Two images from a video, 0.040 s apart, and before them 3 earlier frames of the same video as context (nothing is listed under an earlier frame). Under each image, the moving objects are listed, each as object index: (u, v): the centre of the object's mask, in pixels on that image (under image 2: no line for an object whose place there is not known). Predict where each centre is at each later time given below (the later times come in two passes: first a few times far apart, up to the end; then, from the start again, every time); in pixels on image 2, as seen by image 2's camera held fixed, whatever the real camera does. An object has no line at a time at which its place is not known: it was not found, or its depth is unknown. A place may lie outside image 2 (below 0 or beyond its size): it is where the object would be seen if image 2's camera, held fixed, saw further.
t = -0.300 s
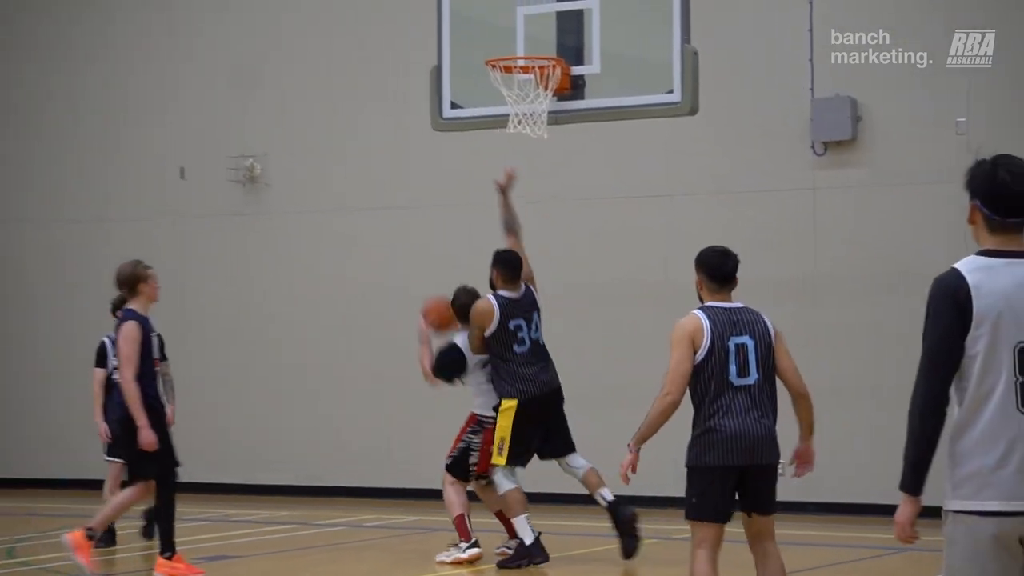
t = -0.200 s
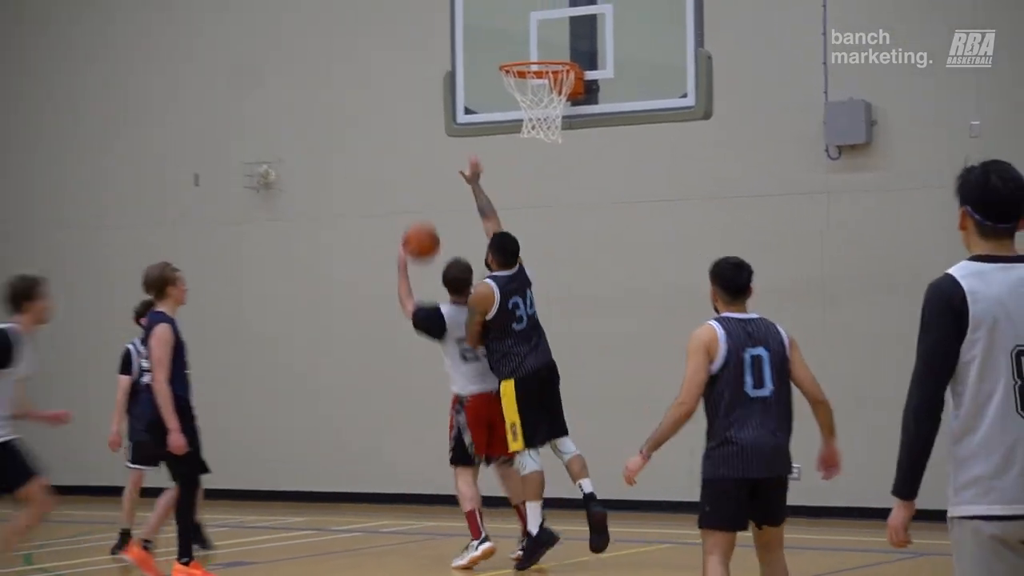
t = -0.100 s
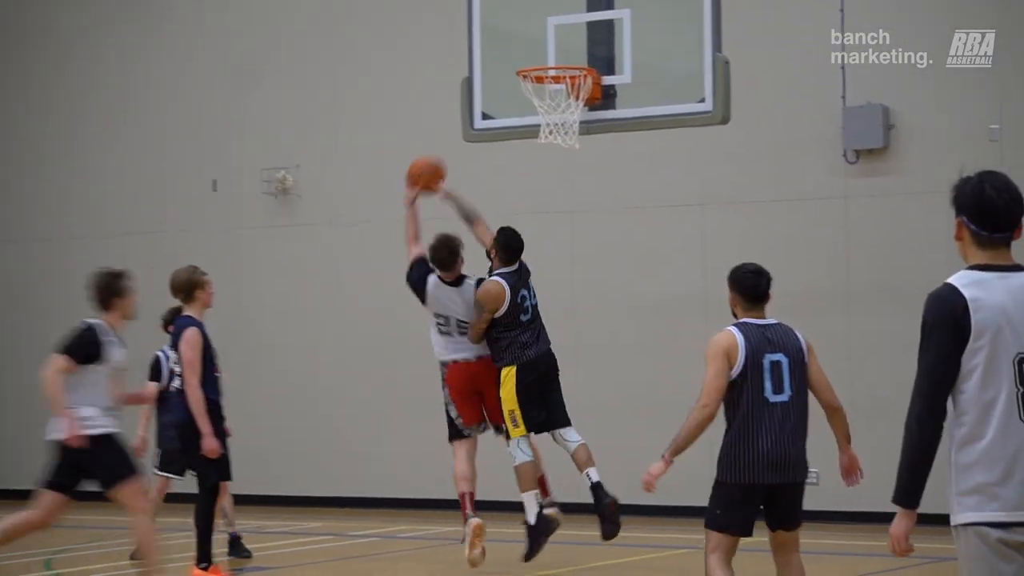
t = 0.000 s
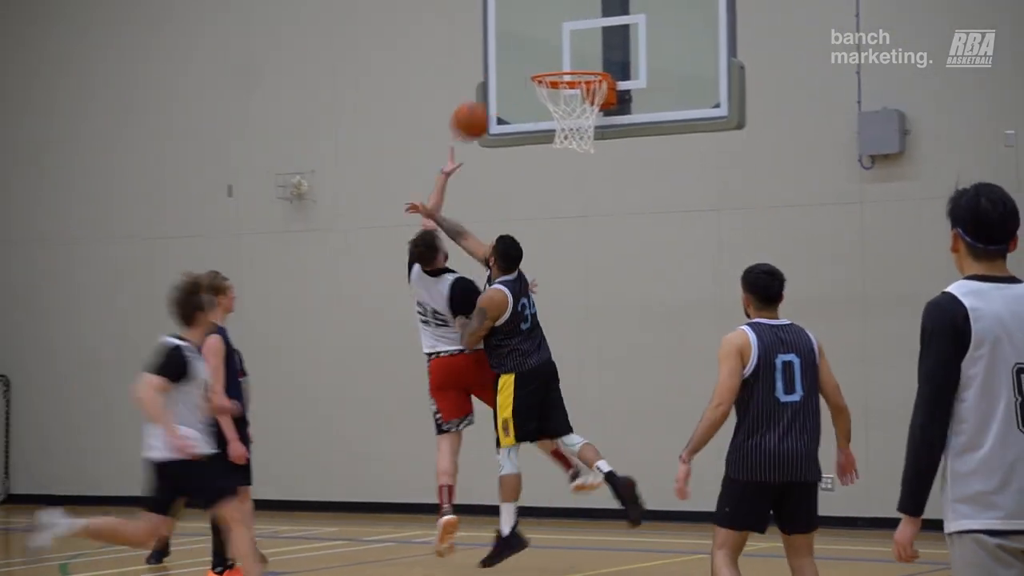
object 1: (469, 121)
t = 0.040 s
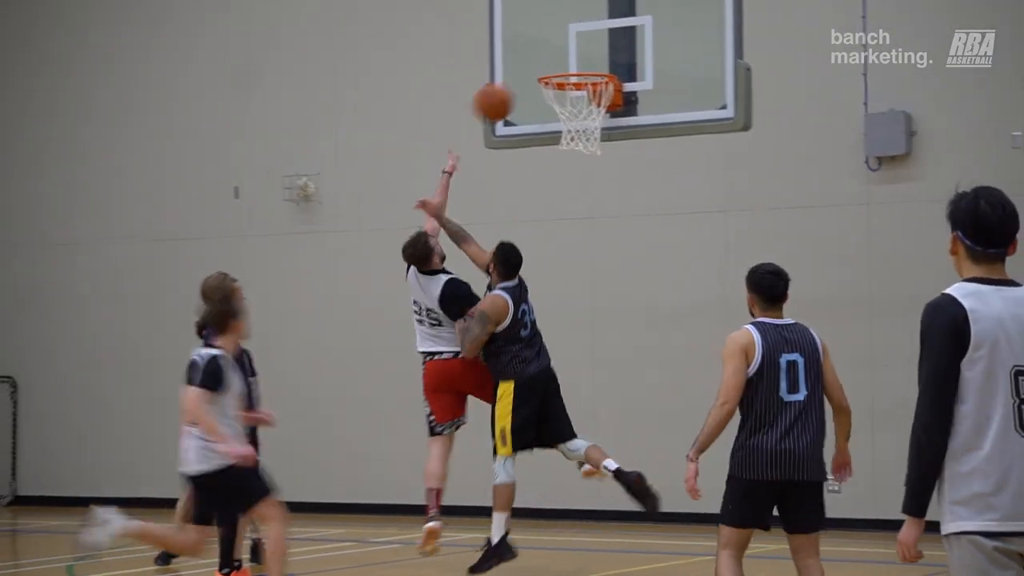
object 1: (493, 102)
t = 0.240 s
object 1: (574, 42)
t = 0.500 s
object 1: (589, 67)
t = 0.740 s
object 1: (543, 111)
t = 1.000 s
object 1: (559, 165)
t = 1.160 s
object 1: (573, 243)
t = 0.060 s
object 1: (502, 94)
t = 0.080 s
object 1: (510, 85)
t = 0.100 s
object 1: (518, 79)
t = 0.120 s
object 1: (526, 72)
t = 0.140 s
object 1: (534, 64)
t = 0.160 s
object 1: (542, 59)
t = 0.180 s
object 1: (550, 54)
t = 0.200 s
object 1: (558, 49)
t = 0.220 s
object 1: (566, 46)
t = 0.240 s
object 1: (574, 42)
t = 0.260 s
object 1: (578, 42)
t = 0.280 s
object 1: (580, 42)
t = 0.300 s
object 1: (581, 42)
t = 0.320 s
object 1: (583, 43)
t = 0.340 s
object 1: (584, 45)
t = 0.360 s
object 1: (586, 48)
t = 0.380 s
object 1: (587, 50)
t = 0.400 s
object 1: (589, 53)
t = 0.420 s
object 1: (590, 56)
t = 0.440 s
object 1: (591, 59)
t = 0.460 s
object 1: (593, 62)
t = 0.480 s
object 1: (594, 65)
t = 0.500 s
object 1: (589, 67)
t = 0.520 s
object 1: (583, 85)
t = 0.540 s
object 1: (576, 93)
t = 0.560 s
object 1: (570, 97)
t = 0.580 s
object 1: (563, 102)
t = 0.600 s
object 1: (559, 107)
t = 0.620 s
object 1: (554, 110)
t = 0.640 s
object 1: (550, 111)
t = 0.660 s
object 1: (547, 111)
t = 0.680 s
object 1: (545, 111)
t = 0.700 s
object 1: (544, 111)
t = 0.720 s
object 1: (543, 111)
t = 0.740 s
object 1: (543, 111)
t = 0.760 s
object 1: (544, 114)
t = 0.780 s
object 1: (544, 115)
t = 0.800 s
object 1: (545, 118)
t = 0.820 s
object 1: (546, 119)
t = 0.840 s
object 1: (546, 121)
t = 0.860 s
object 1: (548, 125)
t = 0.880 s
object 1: (550, 129)
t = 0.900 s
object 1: (551, 133)
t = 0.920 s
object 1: (553, 140)
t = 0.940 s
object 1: (553, 149)
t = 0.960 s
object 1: (555, 154)
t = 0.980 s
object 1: (557, 159)
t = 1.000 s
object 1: (559, 165)
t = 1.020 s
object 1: (561, 172)
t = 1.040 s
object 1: (562, 181)
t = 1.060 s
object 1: (564, 189)
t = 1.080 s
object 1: (566, 199)
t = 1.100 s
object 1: (568, 209)
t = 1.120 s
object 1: (570, 220)
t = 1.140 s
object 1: (571, 232)
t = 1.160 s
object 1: (573, 243)
